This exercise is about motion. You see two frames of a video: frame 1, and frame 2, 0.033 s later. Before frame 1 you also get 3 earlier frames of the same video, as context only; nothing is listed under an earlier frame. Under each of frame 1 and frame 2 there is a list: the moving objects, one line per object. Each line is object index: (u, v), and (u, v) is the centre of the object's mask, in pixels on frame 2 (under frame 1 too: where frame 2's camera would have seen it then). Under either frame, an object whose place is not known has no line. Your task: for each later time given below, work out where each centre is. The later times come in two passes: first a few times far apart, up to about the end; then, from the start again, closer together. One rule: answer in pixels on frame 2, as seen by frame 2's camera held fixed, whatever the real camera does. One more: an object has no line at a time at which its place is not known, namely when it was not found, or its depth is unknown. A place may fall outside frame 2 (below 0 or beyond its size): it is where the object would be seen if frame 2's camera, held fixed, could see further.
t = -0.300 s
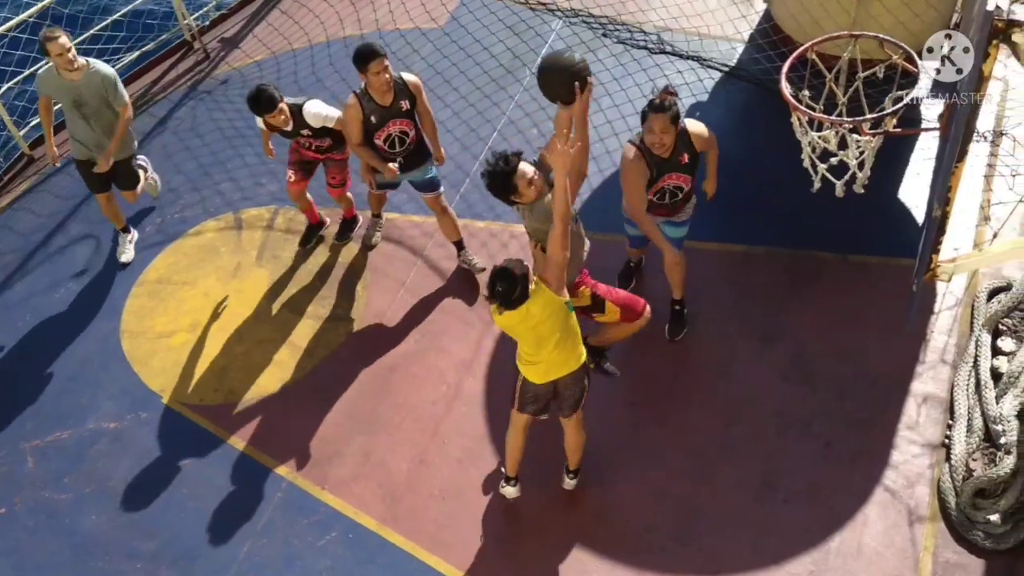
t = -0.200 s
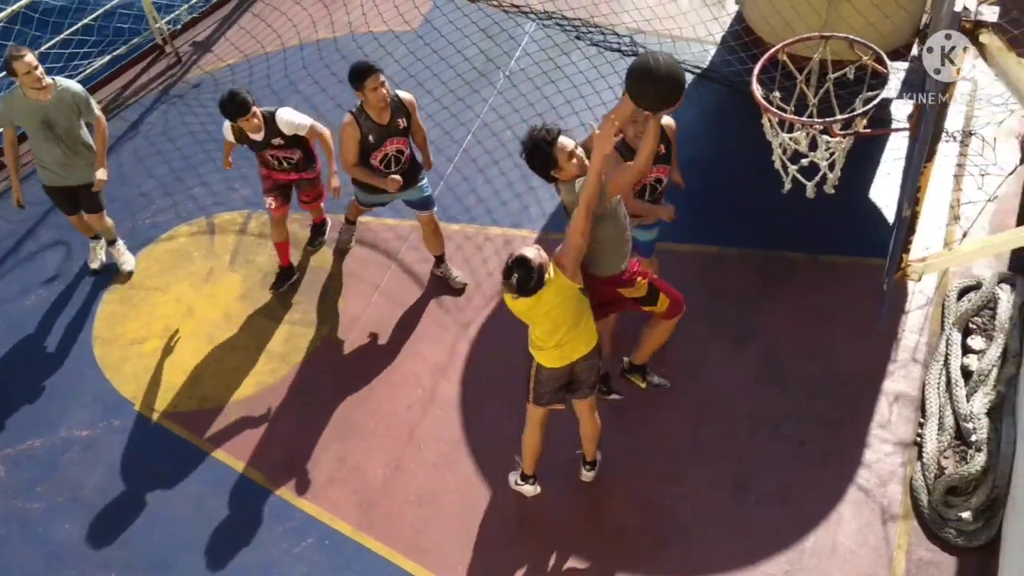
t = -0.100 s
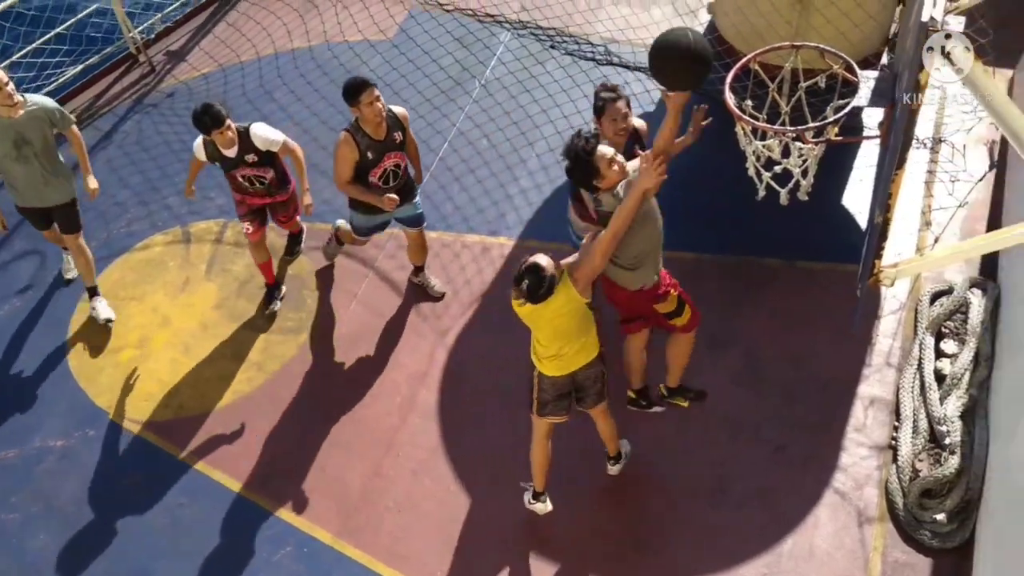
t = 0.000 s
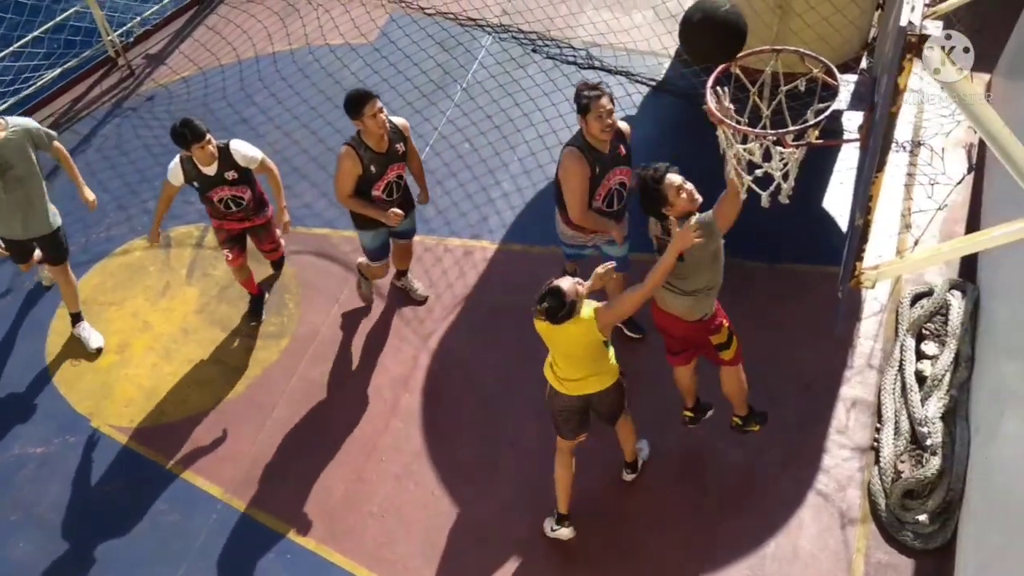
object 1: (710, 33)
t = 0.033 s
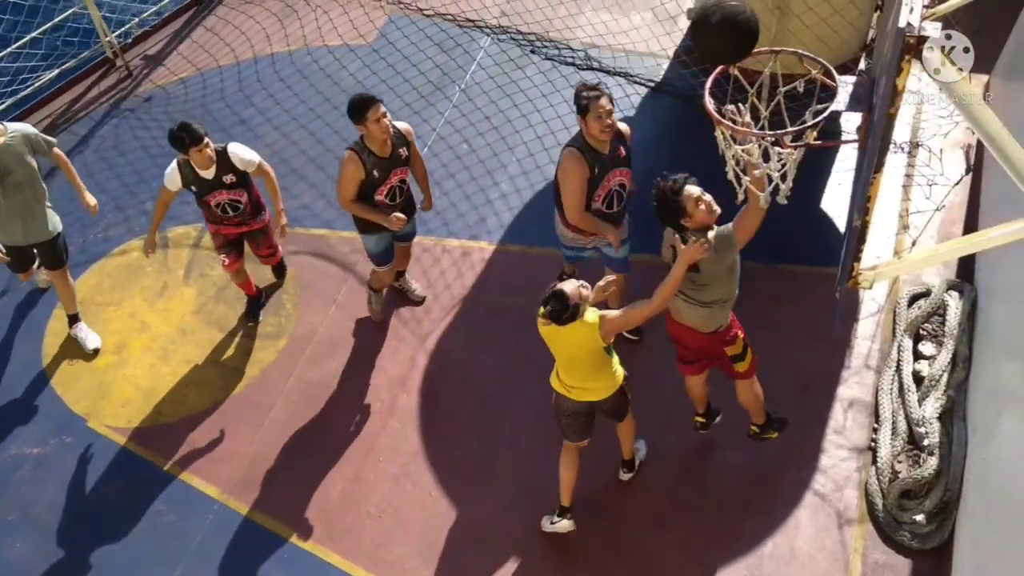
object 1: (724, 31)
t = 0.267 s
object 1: (807, 86)
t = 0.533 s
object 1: (825, 60)
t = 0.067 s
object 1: (736, 32)
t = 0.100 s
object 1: (749, 32)
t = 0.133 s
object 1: (761, 39)
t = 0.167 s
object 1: (774, 46)
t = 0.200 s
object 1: (788, 59)
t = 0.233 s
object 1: (798, 72)
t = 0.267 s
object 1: (807, 86)
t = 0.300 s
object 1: (818, 89)
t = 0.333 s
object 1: (830, 80)
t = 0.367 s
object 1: (838, 73)
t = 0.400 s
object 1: (841, 66)
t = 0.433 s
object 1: (836, 61)
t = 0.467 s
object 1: (829, 59)
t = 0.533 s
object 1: (825, 60)
